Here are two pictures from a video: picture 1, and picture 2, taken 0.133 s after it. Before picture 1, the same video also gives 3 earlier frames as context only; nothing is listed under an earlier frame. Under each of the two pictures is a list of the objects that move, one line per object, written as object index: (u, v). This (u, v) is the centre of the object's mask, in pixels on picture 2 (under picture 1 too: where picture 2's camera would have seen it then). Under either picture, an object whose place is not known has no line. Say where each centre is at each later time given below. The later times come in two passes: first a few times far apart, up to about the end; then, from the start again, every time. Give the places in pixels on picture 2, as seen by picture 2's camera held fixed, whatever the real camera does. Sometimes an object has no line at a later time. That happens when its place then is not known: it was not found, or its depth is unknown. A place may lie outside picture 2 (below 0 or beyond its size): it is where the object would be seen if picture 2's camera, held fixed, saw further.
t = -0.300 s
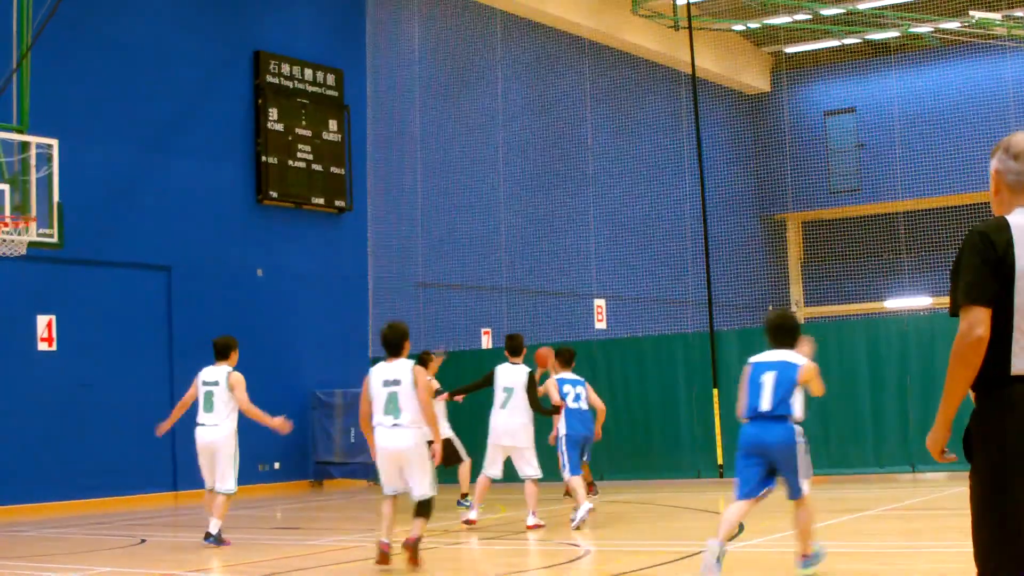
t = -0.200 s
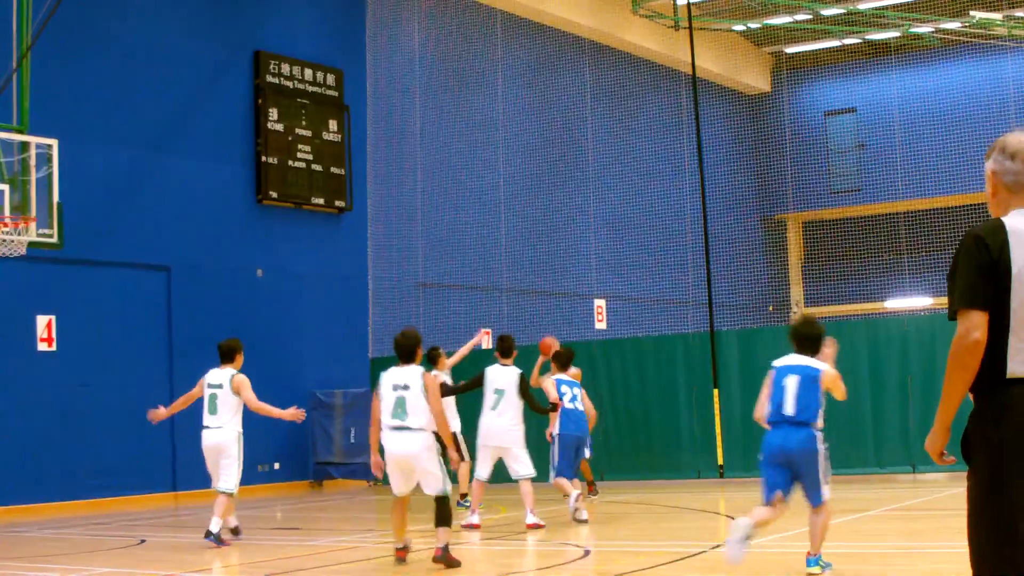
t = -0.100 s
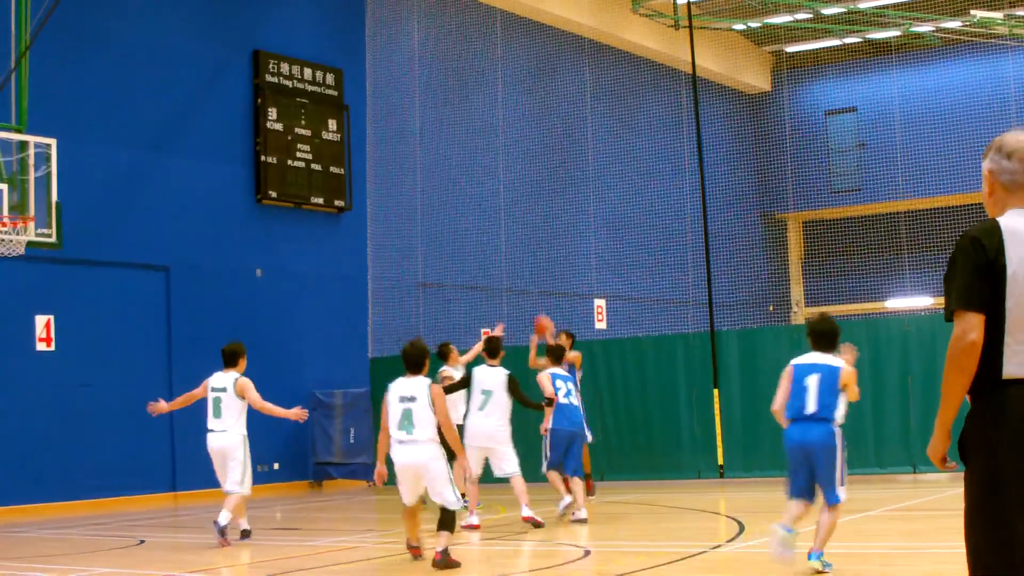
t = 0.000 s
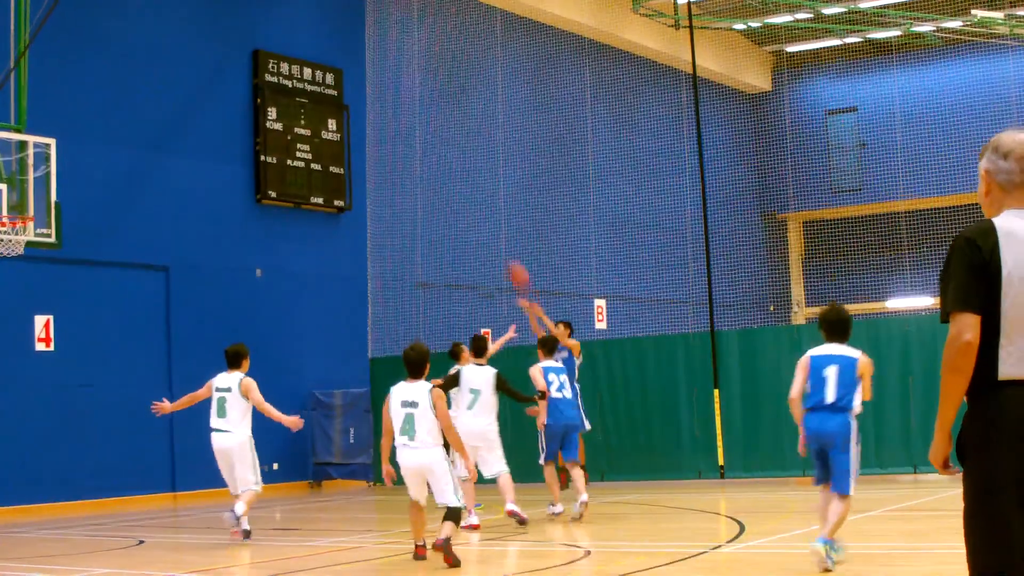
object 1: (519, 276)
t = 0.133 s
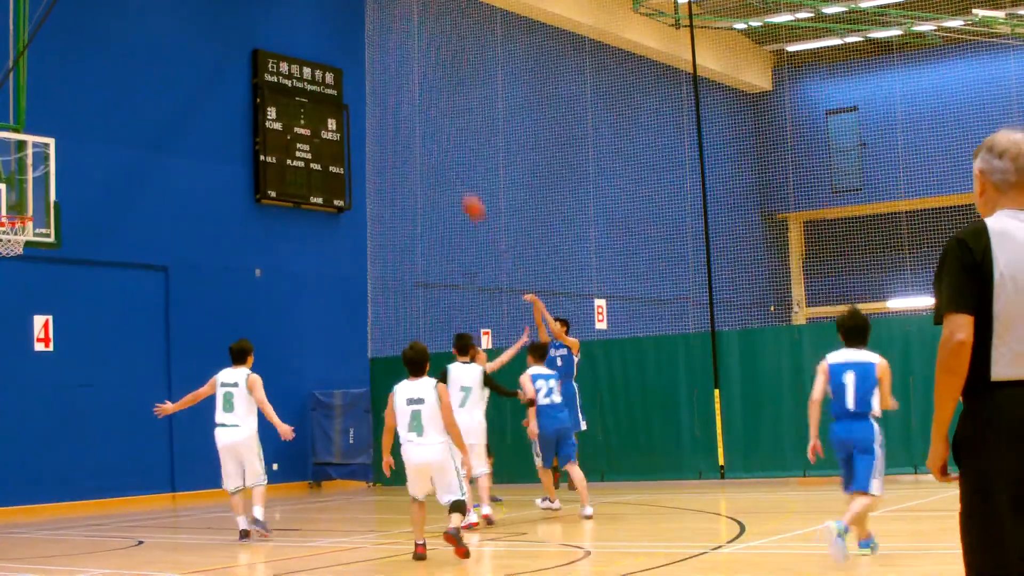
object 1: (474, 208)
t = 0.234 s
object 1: (440, 165)
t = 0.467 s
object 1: (357, 91)
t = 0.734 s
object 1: (257, 60)
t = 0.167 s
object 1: (463, 193)
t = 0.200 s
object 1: (451, 178)
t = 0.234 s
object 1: (440, 165)
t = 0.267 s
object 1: (429, 151)
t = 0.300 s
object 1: (417, 140)
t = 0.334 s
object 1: (405, 128)
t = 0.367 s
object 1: (393, 118)
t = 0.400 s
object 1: (381, 108)
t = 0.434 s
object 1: (369, 98)
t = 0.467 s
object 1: (357, 91)
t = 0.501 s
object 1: (345, 83)
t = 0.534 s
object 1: (333, 77)
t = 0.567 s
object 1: (321, 72)
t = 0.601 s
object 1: (308, 67)
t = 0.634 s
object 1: (296, 64)
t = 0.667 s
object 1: (284, 61)
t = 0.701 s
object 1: (270, 60)
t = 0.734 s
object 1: (257, 60)
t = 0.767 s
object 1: (245, 60)
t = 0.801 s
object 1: (232, 62)
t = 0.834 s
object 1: (221, 65)
